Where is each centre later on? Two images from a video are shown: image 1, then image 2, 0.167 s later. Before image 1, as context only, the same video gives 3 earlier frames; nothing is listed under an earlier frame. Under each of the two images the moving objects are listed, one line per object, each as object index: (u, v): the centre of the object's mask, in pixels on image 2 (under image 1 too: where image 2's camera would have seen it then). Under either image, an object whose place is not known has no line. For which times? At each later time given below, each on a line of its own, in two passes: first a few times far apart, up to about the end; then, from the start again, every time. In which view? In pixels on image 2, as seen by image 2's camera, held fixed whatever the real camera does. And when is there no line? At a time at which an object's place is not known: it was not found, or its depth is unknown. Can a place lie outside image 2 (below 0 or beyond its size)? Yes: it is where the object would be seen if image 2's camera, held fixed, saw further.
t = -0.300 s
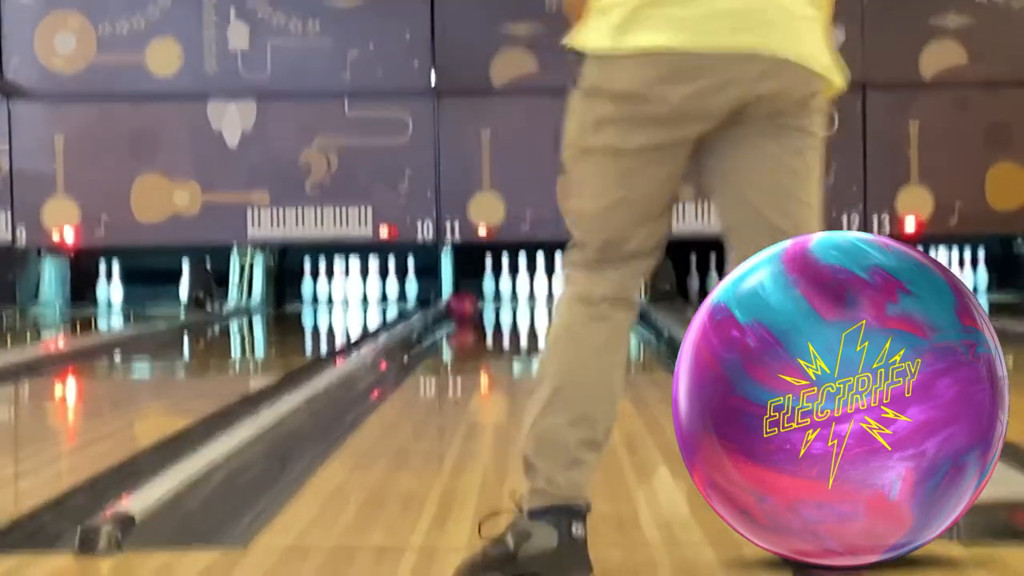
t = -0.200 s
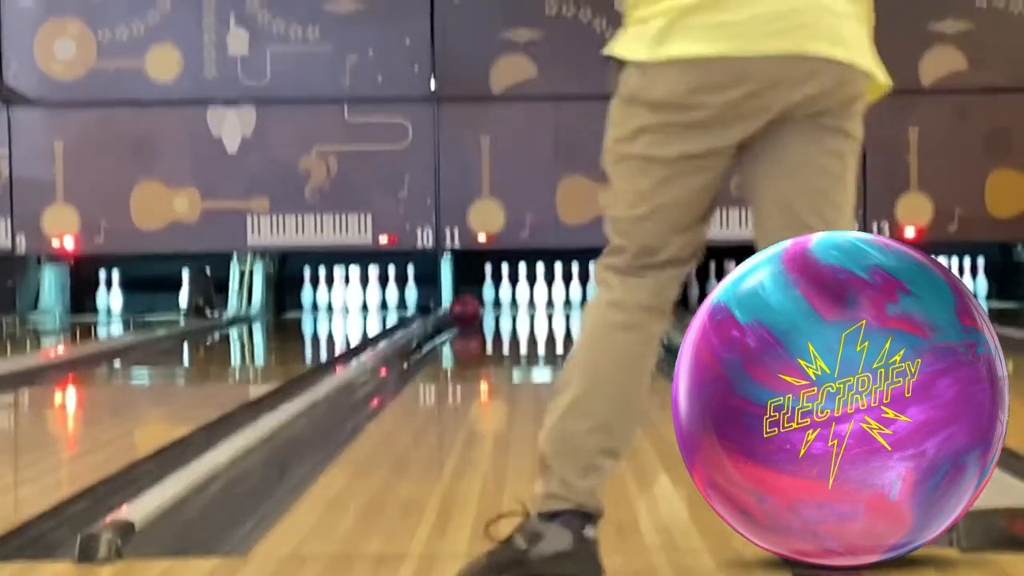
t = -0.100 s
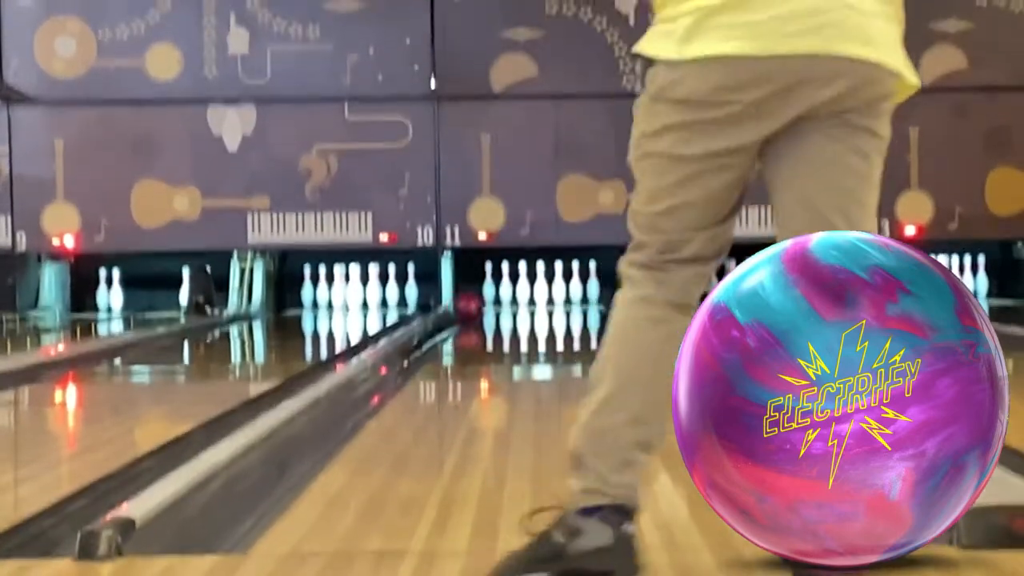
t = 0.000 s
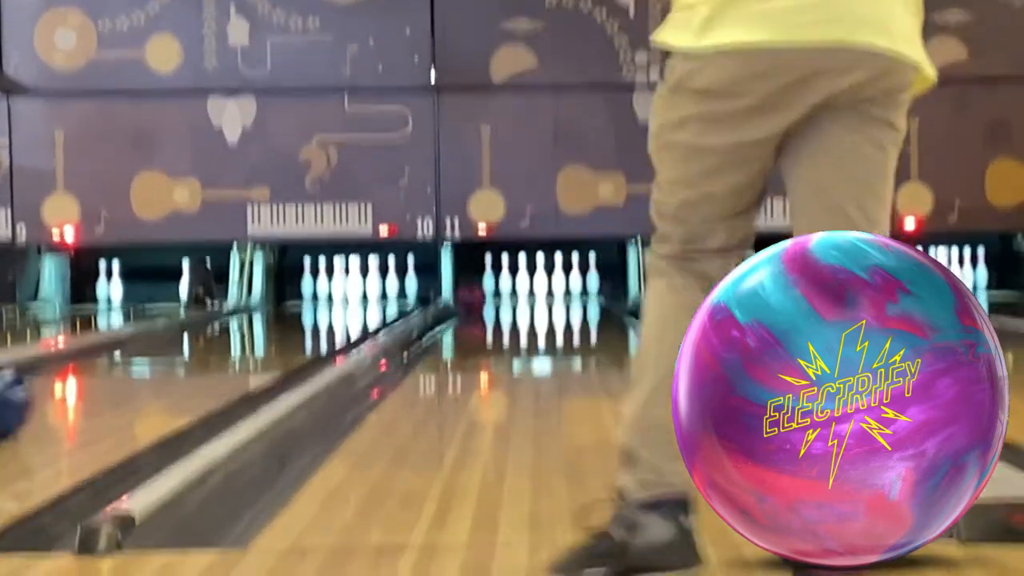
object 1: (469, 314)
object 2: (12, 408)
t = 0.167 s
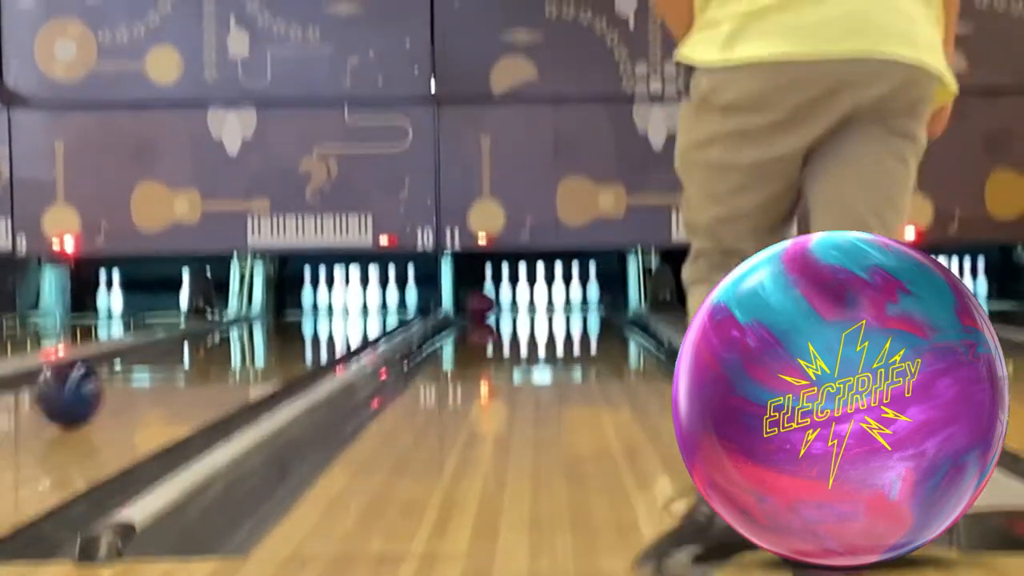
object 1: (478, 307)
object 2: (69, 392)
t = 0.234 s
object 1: (483, 304)
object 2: (94, 383)
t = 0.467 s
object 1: (504, 300)
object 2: (167, 369)
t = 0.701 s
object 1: (522, 296)
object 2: (223, 356)
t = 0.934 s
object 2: (267, 345)
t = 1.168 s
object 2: (303, 336)
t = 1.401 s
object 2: (333, 330)
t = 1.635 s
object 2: (359, 324)
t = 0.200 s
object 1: (480, 305)
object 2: (82, 389)
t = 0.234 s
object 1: (483, 304)
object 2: (94, 383)
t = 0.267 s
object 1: (486, 306)
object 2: (105, 378)
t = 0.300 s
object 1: (488, 309)
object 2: (116, 378)
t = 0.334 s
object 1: (491, 305)
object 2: (127, 377)
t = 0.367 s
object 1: (495, 303)
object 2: (137, 375)
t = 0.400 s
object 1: (498, 303)
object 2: (148, 374)
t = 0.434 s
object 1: (501, 302)
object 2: (158, 372)
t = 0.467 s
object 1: (504, 300)
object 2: (167, 369)
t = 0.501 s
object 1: (506, 298)
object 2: (176, 367)
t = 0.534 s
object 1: (509, 297)
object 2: (184, 364)
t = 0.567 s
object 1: (512, 298)
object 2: (192, 363)
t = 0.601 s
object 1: (516, 298)
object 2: (200, 362)
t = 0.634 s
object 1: (519, 298)
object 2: (208, 359)
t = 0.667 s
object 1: (522, 296)
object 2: (215, 357)
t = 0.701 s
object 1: (522, 296)
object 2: (223, 356)
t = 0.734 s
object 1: (523, 297)
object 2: (229, 353)
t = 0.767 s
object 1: (525, 297)
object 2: (237, 351)
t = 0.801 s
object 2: (243, 350)
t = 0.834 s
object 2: (250, 349)
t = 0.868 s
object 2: (256, 348)
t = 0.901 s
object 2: (261, 345)
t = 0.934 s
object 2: (267, 345)
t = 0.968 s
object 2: (272, 342)
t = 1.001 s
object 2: (277, 342)
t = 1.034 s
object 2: (283, 341)
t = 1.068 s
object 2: (290, 340)
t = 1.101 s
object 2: (295, 337)
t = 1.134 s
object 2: (299, 336)
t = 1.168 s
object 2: (303, 336)
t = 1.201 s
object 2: (309, 336)
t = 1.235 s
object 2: (314, 334)
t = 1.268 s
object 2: (318, 333)
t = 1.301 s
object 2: (321, 332)
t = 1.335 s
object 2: (326, 332)
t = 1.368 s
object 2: (330, 330)
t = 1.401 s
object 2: (333, 330)
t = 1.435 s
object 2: (337, 329)
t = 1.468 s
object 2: (342, 327)
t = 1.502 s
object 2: (345, 327)
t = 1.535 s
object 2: (349, 326)
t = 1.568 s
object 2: (352, 325)
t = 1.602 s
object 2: (356, 324)
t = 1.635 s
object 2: (359, 324)
